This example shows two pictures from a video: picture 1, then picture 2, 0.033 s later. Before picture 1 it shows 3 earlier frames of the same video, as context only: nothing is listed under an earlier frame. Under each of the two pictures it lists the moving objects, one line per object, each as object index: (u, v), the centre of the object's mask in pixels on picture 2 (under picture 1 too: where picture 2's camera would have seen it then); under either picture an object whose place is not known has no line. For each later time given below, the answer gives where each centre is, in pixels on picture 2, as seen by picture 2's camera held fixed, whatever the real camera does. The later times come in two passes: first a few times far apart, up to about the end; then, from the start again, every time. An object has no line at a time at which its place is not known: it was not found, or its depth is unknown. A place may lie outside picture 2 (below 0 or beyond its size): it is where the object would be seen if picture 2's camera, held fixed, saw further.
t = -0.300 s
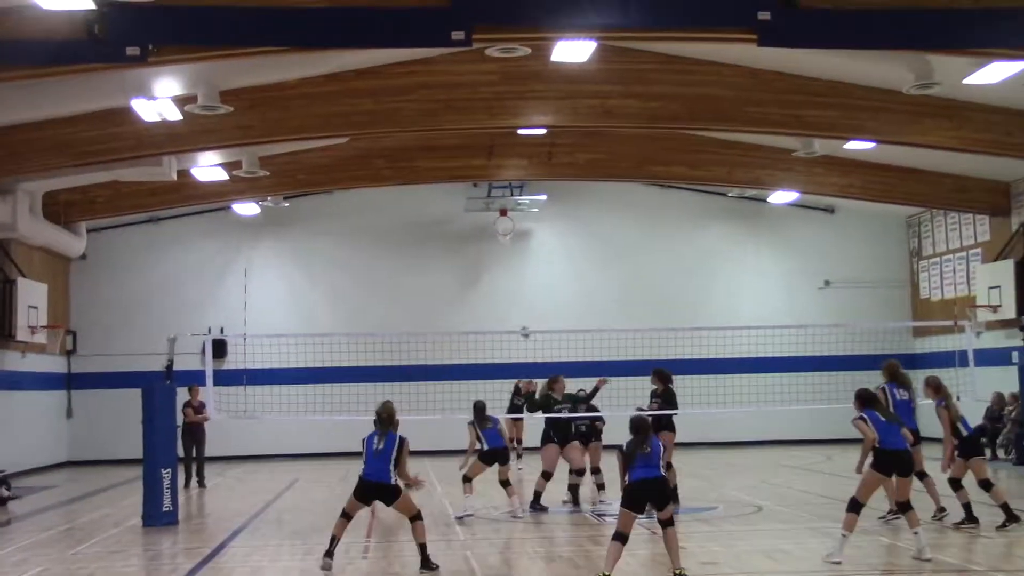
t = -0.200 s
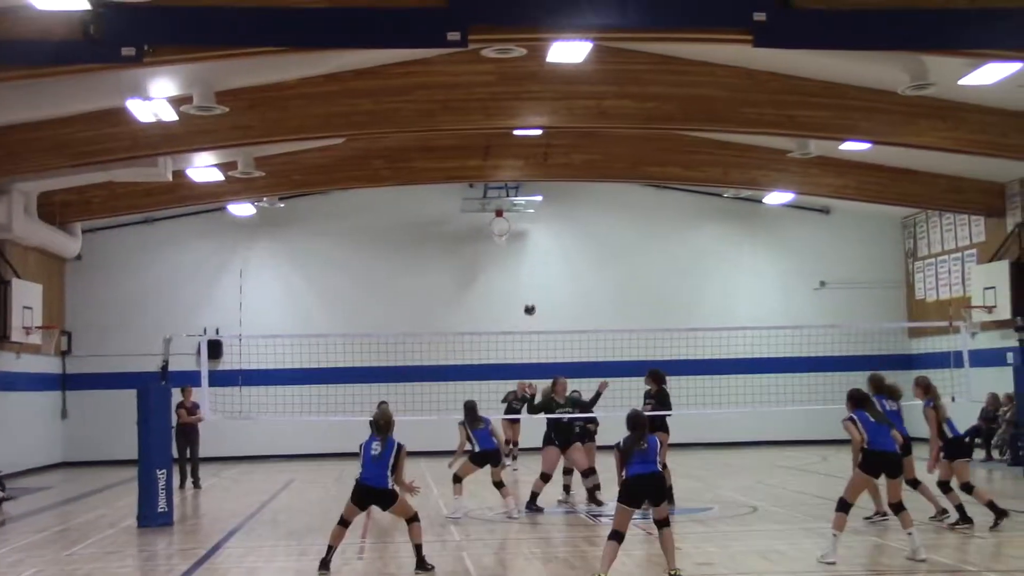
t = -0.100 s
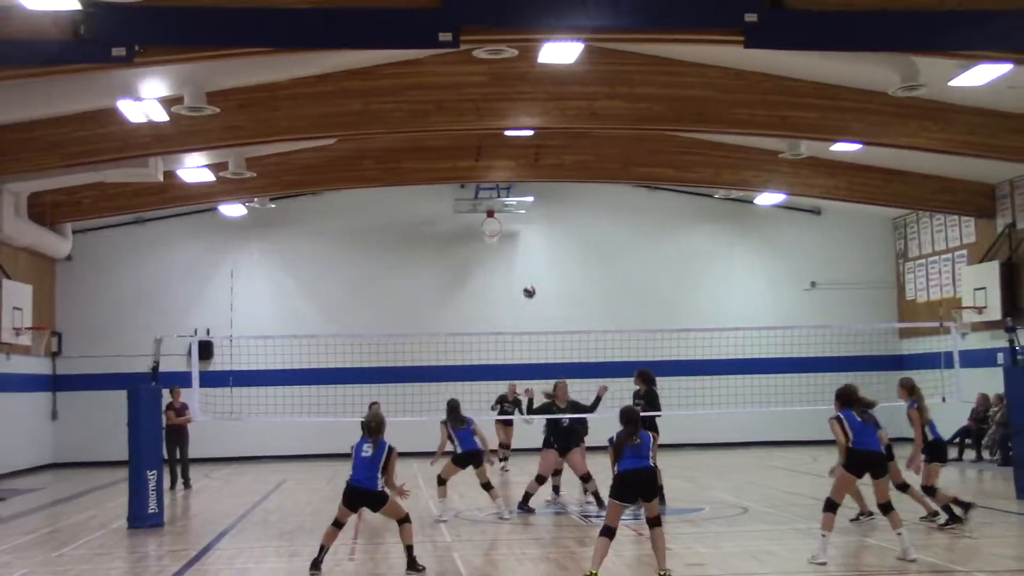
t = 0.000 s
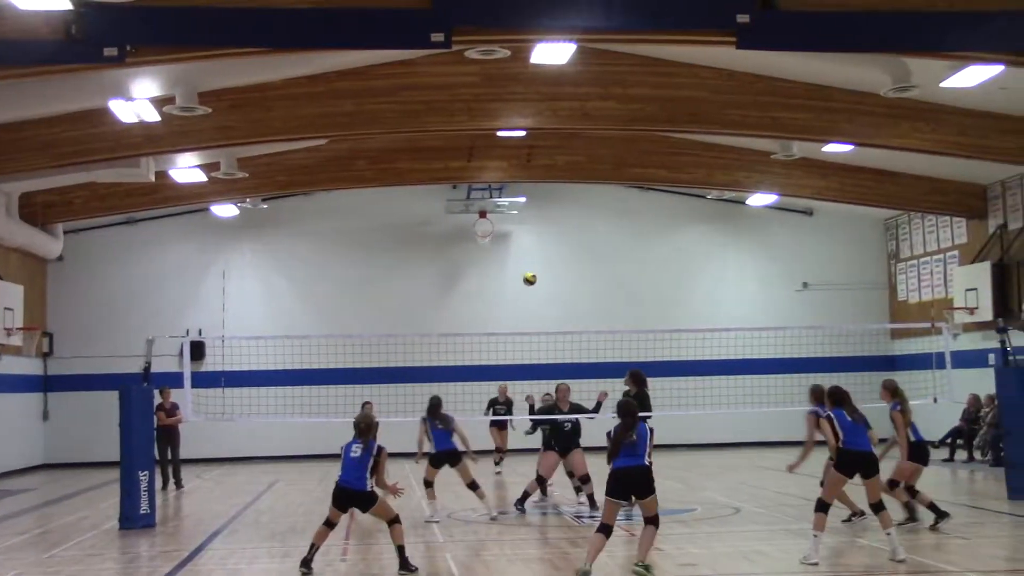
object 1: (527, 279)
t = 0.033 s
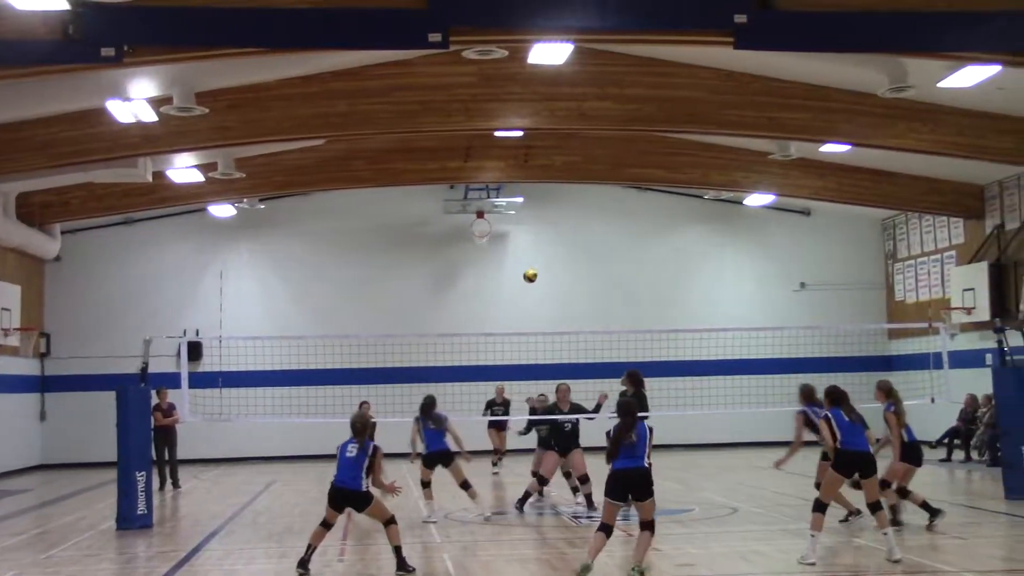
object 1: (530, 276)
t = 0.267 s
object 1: (552, 272)
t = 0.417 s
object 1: (573, 287)
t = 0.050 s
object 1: (531, 274)
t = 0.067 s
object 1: (533, 274)
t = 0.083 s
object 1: (534, 273)
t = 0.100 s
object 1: (536, 272)
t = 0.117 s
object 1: (537, 271)
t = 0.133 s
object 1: (538, 271)
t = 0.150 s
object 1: (540, 271)
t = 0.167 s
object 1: (541, 271)
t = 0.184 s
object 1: (543, 270)
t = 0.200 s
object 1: (545, 271)
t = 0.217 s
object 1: (546, 271)
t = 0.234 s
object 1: (548, 271)
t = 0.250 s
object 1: (550, 271)
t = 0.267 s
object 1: (552, 272)
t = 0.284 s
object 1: (554, 272)
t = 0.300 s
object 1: (556, 273)
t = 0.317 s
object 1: (558, 274)
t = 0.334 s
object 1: (561, 276)
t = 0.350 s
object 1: (563, 277)
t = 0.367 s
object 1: (566, 279)
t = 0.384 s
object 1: (568, 281)
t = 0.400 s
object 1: (570, 284)
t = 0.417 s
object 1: (573, 287)
